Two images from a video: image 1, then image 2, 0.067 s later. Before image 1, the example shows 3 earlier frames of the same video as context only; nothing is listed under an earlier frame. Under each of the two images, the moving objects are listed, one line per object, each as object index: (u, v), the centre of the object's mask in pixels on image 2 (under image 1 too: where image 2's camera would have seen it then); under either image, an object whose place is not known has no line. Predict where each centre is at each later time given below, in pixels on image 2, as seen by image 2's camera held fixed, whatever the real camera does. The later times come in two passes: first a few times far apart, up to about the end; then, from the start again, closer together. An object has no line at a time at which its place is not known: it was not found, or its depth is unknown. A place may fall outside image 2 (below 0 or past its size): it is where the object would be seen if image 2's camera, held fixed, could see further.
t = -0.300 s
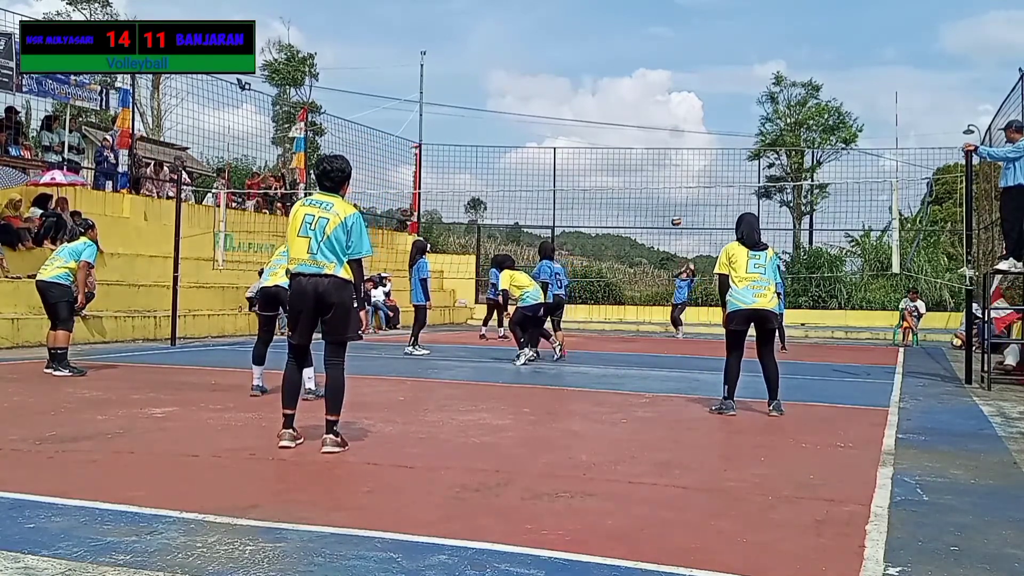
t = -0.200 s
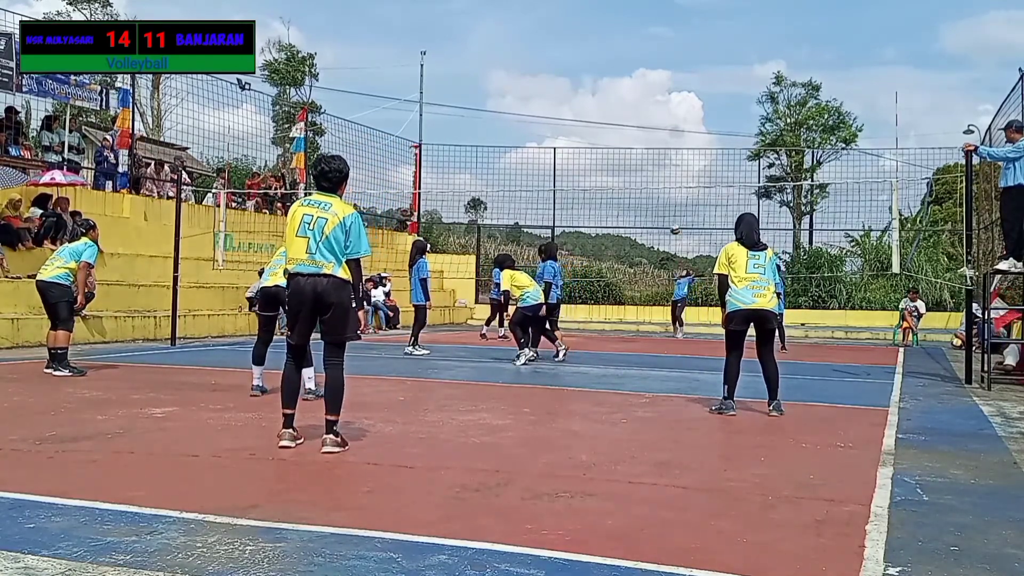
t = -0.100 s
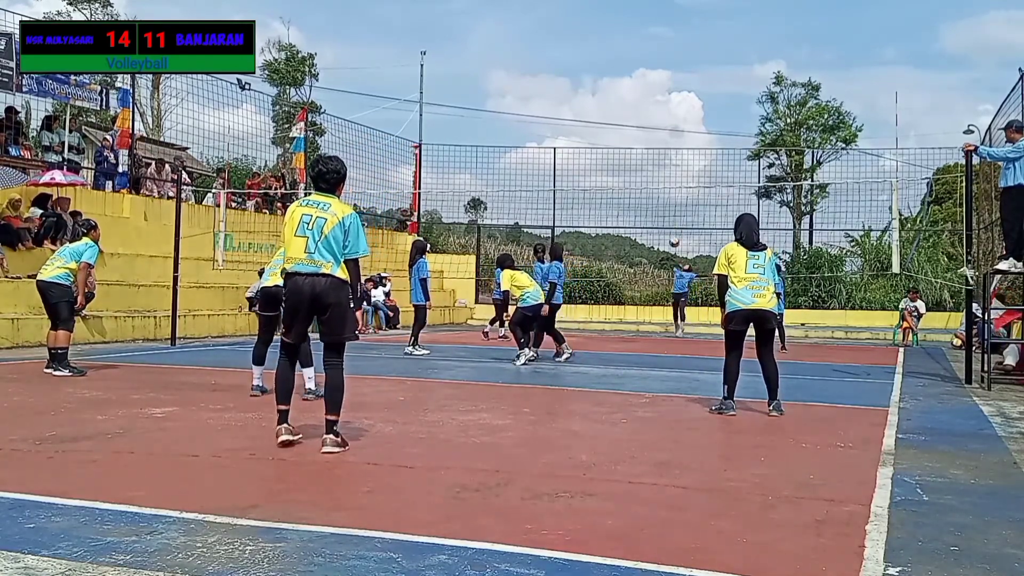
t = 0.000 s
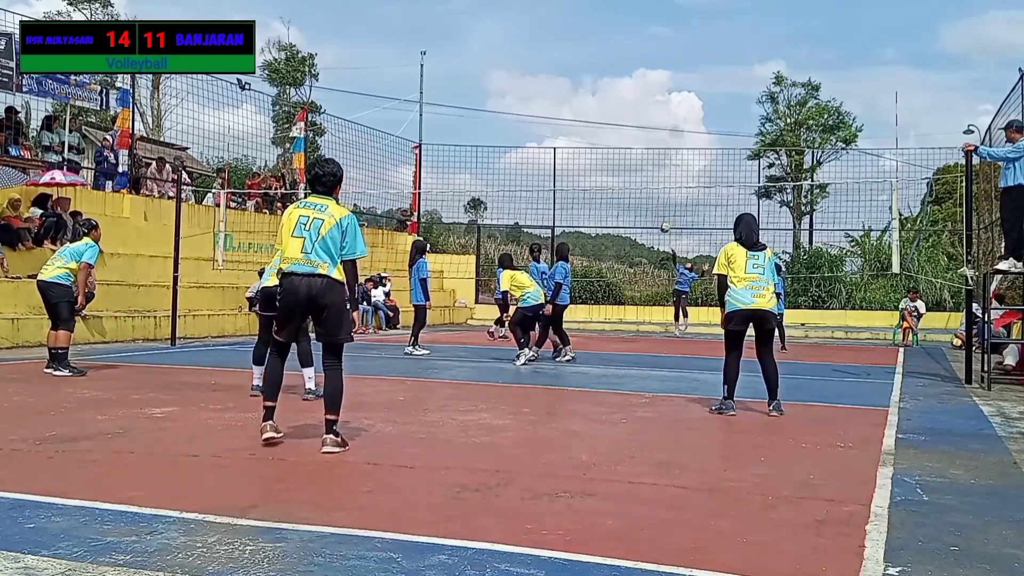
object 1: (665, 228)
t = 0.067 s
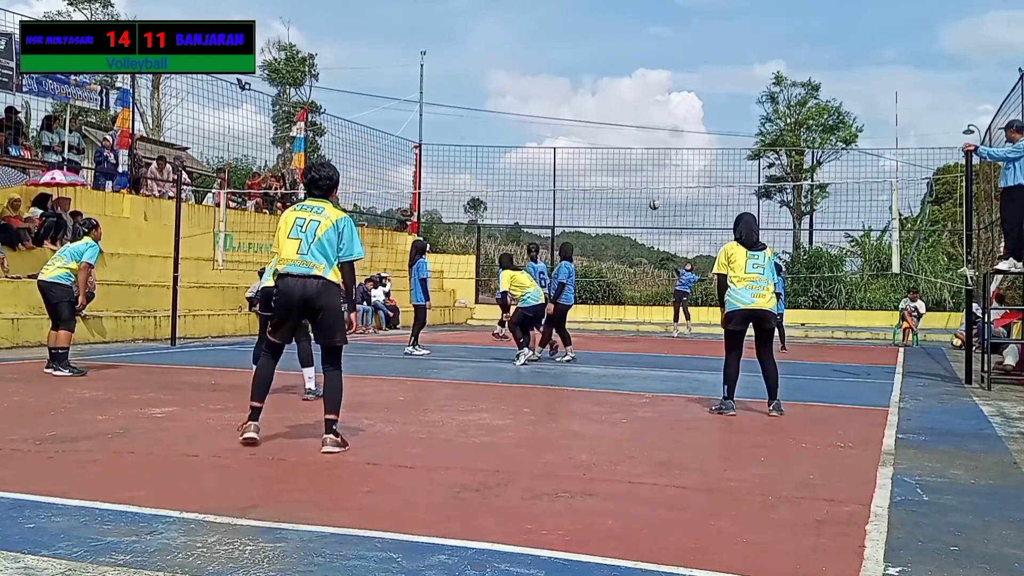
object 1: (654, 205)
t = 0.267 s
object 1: (619, 140)
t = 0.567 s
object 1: (550, 59)
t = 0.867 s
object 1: (446, 16)
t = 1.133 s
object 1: (306, 33)
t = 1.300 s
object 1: (179, 89)
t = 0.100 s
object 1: (648, 193)
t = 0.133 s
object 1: (643, 183)
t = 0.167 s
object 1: (637, 171)
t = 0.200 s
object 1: (632, 160)
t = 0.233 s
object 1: (625, 150)
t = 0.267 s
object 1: (619, 140)
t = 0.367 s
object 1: (599, 110)
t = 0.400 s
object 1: (592, 100)
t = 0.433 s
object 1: (584, 92)
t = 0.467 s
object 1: (576, 83)
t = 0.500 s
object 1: (568, 75)
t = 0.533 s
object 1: (559, 67)
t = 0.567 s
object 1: (550, 59)
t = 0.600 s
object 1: (540, 53)
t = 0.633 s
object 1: (530, 46)
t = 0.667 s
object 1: (520, 40)
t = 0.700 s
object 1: (509, 35)
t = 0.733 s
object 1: (497, 30)
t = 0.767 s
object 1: (486, 26)
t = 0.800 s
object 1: (473, 22)
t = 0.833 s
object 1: (460, 19)
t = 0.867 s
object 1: (446, 16)
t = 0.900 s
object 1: (432, 15)
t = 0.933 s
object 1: (417, 14)
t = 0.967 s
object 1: (401, 15)
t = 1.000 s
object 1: (384, 16)
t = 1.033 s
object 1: (366, 19)
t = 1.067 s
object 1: (347, 22)
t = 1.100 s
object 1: (327, 27)
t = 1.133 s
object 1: (306, 33)
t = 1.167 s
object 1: (284, 41)
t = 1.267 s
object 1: (208, 79)
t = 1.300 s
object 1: (179, 89)
